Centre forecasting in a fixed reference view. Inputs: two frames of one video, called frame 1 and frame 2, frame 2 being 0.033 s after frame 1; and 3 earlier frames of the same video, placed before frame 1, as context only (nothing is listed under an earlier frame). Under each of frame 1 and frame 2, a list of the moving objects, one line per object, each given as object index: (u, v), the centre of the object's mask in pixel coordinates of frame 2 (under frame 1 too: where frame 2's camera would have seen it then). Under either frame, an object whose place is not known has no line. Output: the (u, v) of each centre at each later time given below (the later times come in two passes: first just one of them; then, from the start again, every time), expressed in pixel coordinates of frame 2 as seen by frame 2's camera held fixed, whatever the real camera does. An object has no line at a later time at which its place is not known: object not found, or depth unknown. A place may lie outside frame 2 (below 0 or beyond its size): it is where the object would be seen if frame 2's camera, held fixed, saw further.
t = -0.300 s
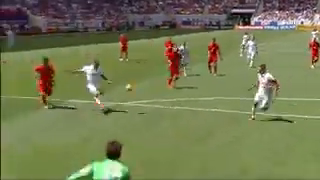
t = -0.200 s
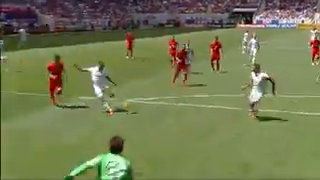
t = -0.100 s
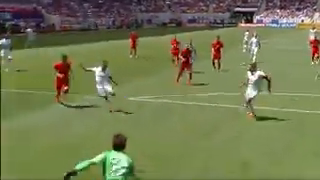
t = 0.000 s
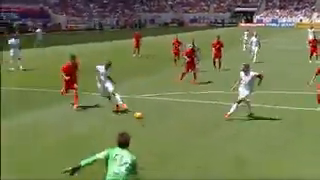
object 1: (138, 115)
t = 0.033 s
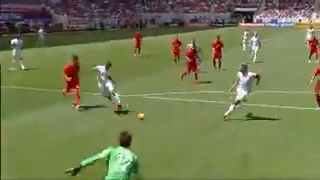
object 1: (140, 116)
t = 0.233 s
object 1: (164, 129)
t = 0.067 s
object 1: (145, 118)
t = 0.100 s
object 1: (148, 119)
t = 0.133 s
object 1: (152, 121)
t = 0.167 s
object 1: (155, 123)
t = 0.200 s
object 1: (160, 126)
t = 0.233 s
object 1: (164, 129)
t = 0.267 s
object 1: (168, 131)
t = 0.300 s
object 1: (174, 136)
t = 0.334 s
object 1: (179, 140)
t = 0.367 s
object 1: (186, 145)
